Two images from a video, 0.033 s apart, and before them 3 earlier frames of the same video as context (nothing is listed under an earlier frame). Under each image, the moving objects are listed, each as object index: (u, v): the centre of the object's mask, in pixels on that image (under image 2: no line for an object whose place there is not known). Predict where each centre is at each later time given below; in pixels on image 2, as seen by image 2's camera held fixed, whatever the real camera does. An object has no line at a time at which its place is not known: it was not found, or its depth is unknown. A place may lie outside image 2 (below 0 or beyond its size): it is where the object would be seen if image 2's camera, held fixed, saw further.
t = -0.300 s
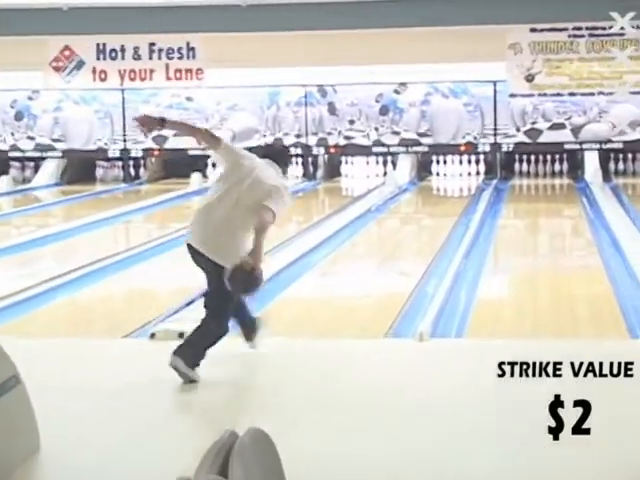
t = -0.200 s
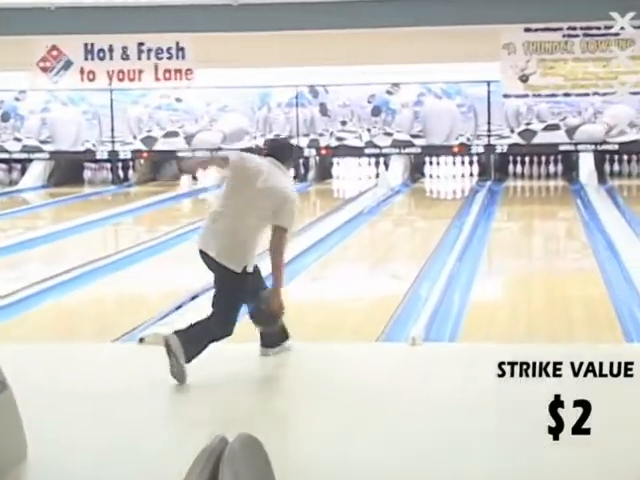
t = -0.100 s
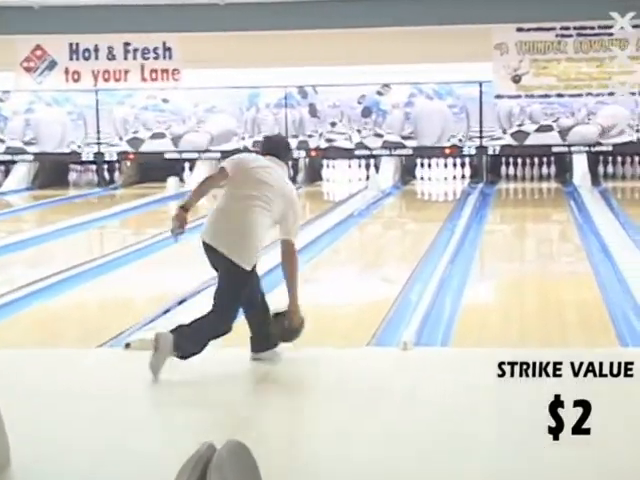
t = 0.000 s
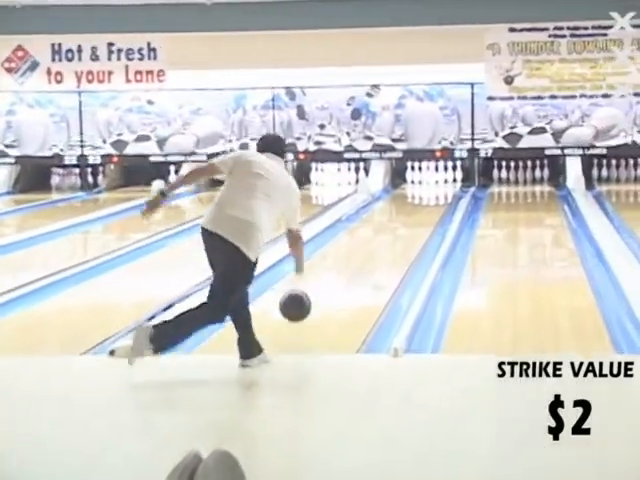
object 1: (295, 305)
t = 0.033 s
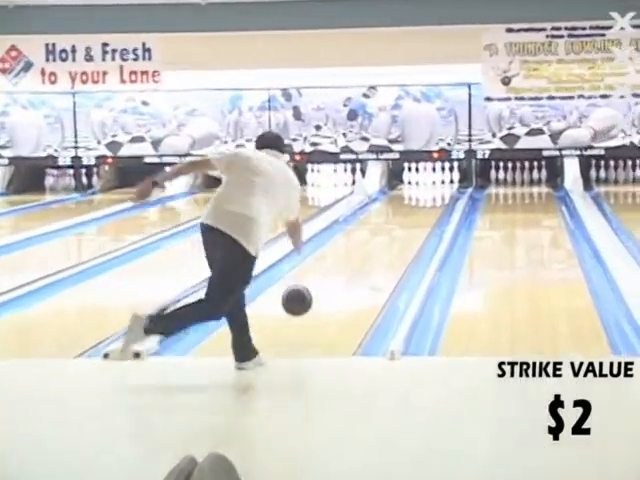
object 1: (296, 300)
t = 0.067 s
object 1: (302, 294)
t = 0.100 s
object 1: (307, 291)
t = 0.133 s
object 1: (312, 289)
